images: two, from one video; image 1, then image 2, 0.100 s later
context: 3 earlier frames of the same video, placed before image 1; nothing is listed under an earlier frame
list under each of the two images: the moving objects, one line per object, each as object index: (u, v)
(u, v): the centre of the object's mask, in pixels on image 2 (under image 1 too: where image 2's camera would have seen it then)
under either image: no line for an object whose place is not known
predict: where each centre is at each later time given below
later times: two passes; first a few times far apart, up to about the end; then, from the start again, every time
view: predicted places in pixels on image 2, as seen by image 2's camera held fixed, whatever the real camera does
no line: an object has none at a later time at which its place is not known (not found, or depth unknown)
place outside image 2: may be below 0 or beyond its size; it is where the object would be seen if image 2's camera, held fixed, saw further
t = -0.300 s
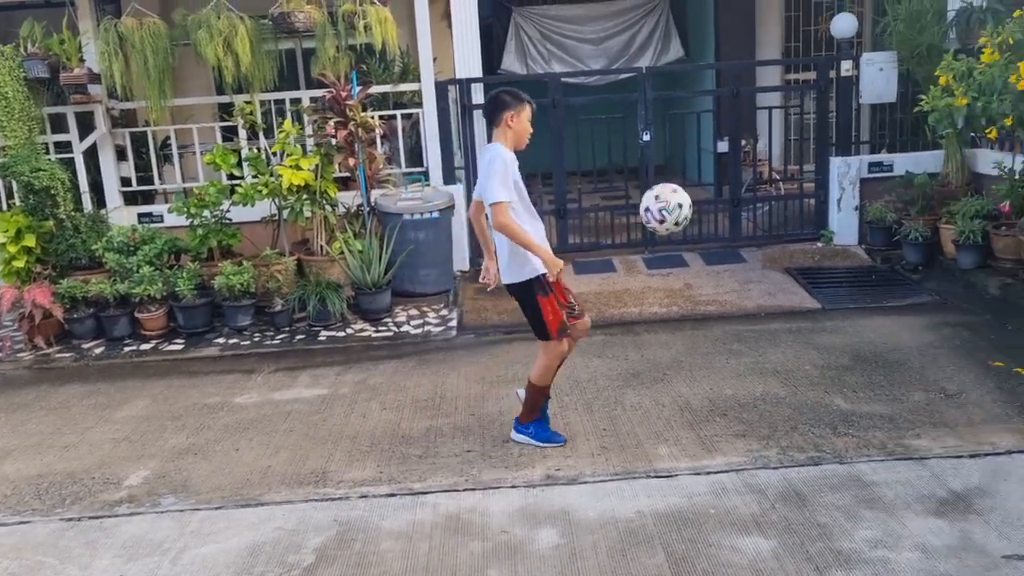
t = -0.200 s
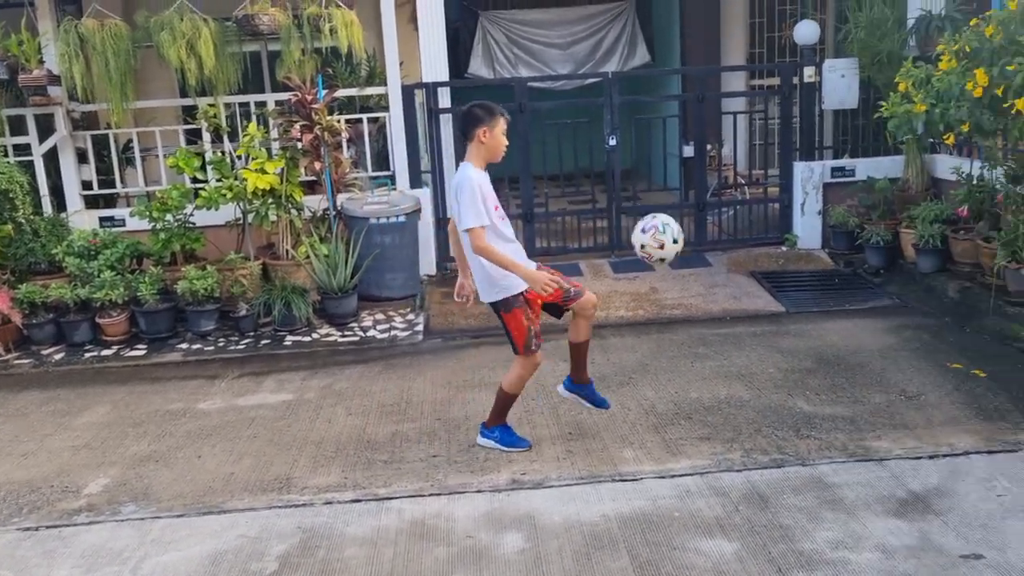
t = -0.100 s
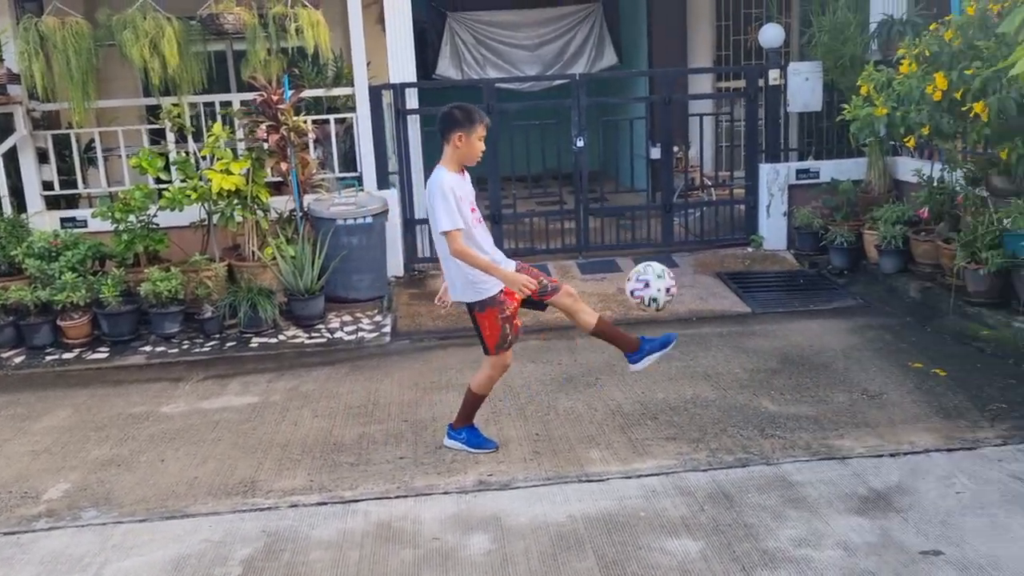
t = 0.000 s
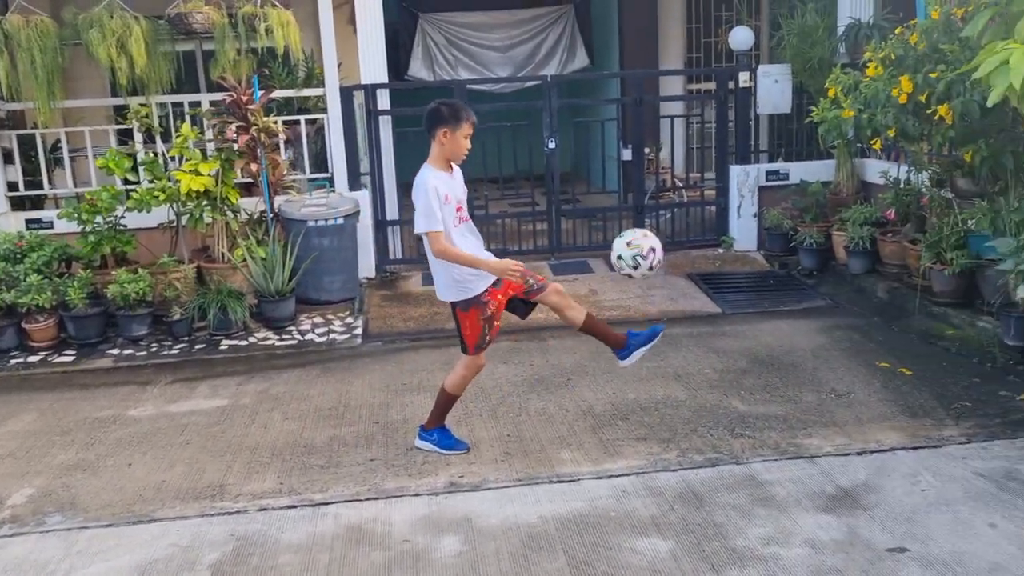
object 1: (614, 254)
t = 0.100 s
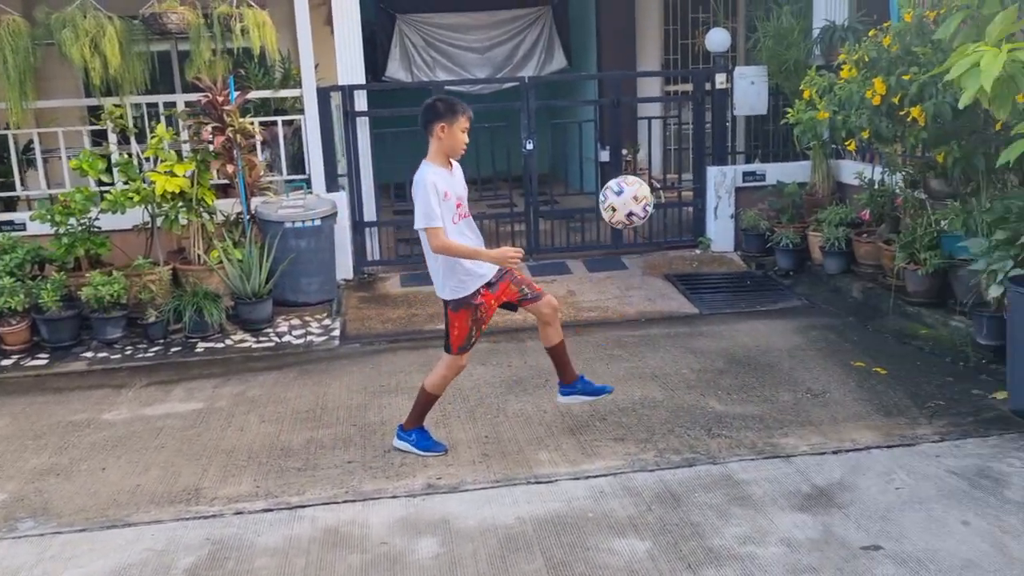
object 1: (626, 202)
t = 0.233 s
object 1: (643, 163)
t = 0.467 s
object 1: (678, 196)
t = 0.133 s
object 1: (630, 189)
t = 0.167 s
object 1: (634, 177)
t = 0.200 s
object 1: (638, 169)
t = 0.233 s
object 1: (643, 163)
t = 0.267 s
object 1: (648, 159)
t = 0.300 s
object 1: (652, 158)
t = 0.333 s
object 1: (657, 160)
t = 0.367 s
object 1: (662, 165)
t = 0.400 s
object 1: (668, 171)
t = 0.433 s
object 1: (673, 183)
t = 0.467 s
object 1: (678, 196)
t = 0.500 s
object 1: (684, 212)
